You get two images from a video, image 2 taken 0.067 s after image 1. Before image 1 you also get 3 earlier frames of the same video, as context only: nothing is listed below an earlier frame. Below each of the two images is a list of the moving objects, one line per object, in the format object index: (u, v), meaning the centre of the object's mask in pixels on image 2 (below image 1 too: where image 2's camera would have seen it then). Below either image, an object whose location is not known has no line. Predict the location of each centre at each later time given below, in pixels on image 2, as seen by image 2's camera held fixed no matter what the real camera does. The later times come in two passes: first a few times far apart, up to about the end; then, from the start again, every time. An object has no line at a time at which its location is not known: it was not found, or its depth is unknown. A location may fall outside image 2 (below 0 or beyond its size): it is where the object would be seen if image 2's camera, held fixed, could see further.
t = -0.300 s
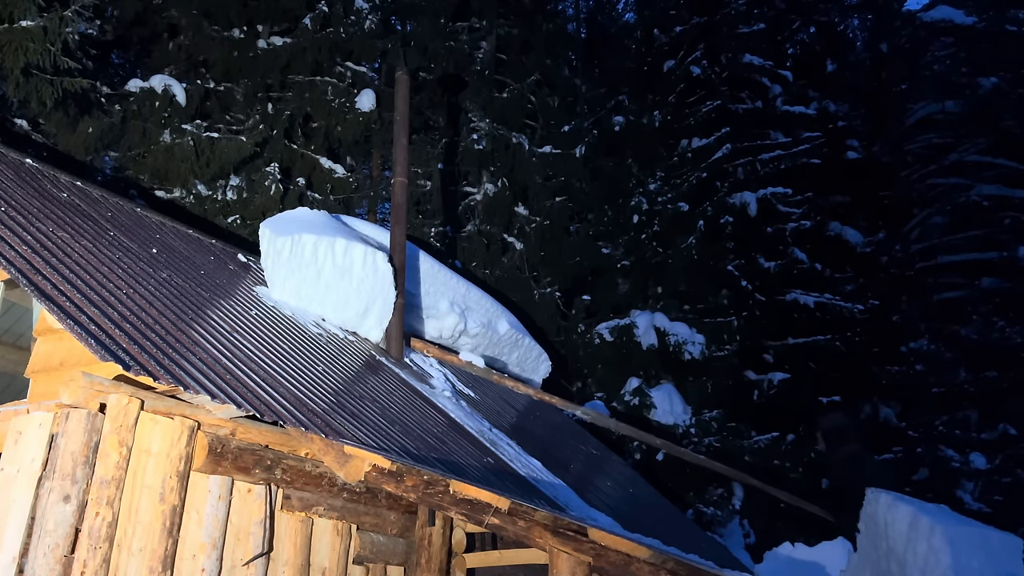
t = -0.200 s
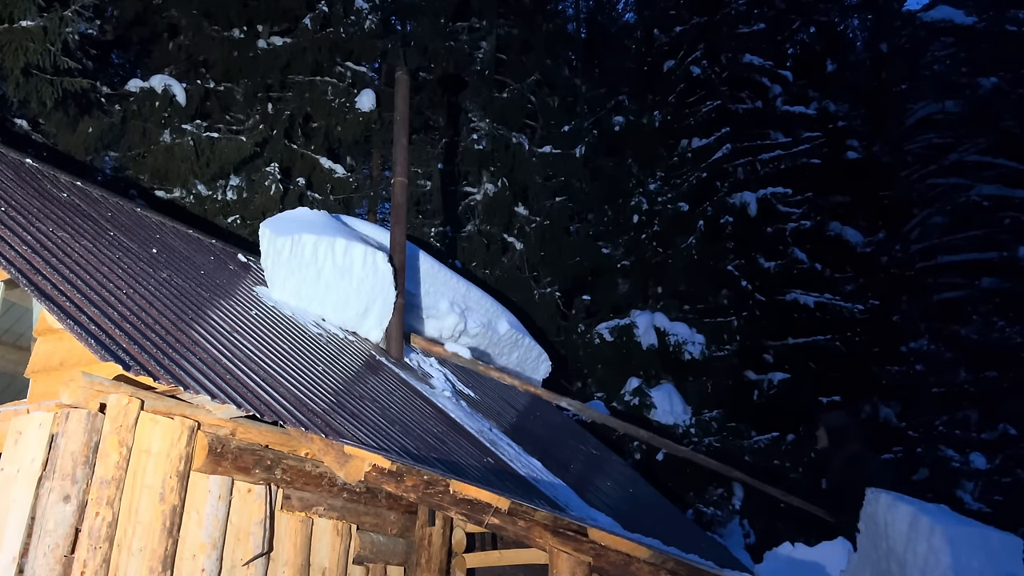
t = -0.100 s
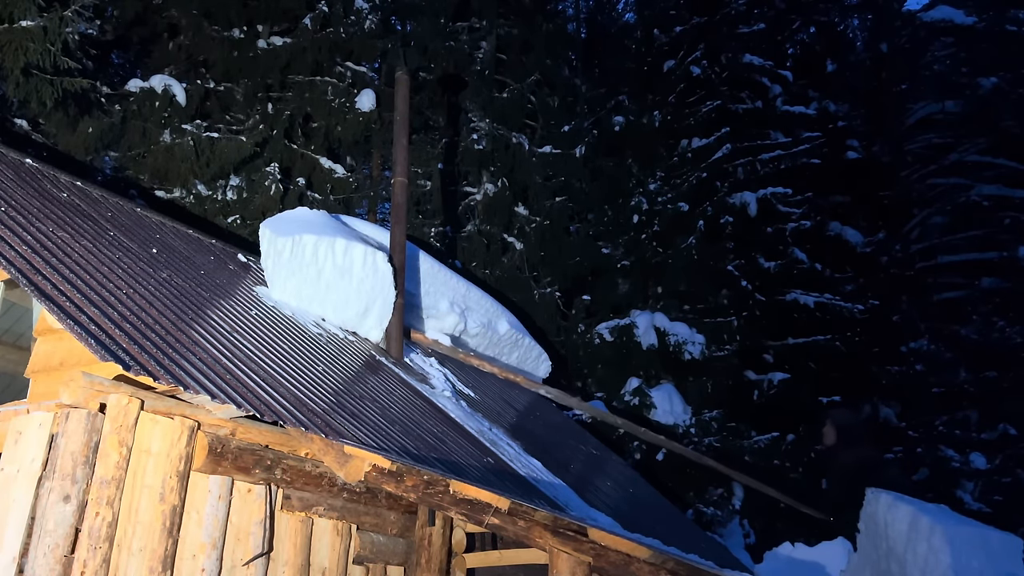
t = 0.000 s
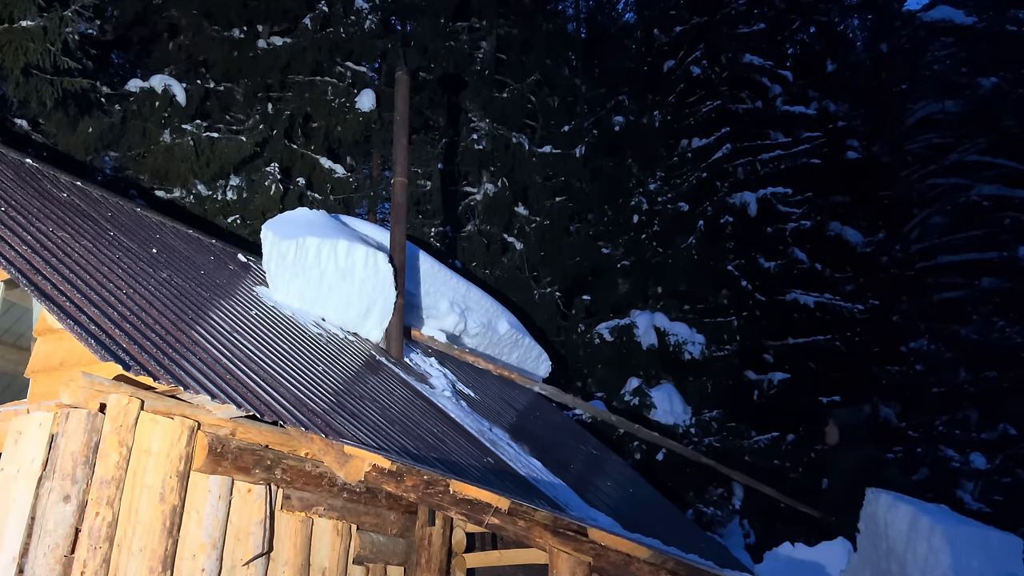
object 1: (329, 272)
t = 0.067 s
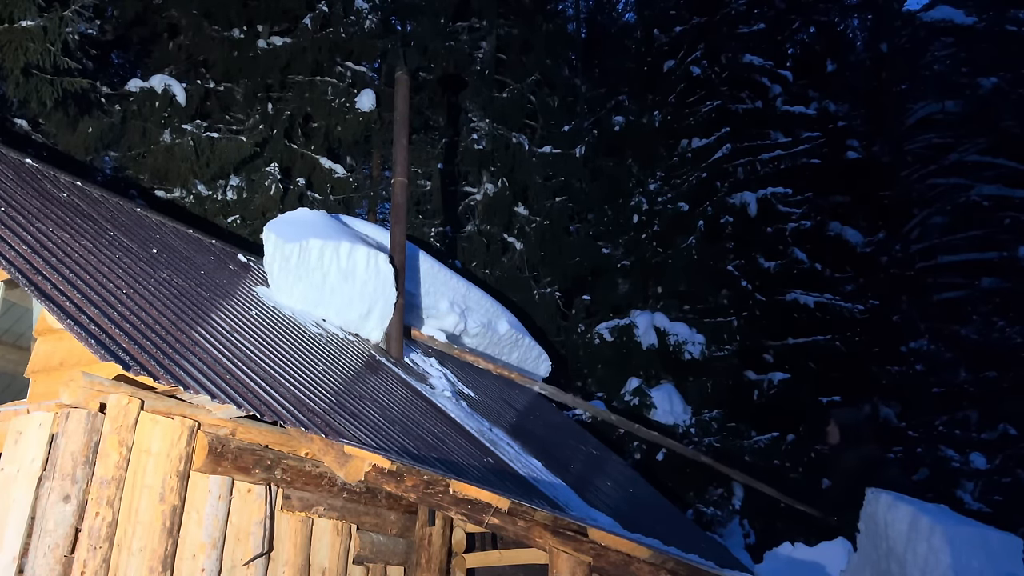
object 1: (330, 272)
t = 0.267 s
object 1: (332, 274)
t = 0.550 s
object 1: (336, 278)
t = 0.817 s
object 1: (336, 285)
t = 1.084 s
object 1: (373, 321)
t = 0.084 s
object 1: (330, 272)
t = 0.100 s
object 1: (330, 272)
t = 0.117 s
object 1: (330, 273)
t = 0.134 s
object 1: (330, 273)
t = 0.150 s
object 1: (330, 273)
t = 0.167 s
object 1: (330, 273)
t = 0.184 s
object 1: (330, 273)
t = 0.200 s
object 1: (331, 273)
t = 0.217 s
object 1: (331, 274)
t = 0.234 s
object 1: (331, 274)
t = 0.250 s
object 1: (331, 274)
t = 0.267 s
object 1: (332, 274)
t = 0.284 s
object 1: (332, 274)
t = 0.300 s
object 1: (332, 275)
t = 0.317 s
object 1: (332, 275)
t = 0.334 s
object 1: (333, 275)
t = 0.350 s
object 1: (333, 275)
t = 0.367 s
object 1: (333, 276)
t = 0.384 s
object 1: (333, 276)
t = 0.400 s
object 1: (334, 276)
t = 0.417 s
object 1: (334, 276)
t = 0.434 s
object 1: (334, 277)
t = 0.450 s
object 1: (334, 277)
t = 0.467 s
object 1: (334, 277)
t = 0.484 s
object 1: (335, 277)
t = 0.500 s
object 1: (335, 278)
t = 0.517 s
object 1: (335, 278)
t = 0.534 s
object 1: (335, 278)
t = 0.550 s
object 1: (336, 278)
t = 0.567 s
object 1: (336, 279)
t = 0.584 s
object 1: (336, 279)
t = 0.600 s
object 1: (336, 279)
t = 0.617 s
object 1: (336, 280)
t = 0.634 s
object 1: (337, 280)
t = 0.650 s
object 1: (334, 280)
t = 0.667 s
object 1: (334, 281)
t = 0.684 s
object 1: (334, 281)
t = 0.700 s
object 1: (334, 281)
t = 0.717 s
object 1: (335, 282)
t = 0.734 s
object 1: (335, 282)
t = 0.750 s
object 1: (335, 283)
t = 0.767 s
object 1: (336, 283)
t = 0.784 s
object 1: (336, 284)
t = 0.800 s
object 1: (336, 284)
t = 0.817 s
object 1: (336, 285)
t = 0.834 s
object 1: (337, 285)
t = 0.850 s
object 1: (337, 286)
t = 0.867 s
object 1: (338, 287)
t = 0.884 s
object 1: (338, 288)
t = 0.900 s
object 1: (338, 288)
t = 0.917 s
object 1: (339, 289)
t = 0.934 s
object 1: (341, 291)
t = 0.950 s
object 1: (342, 292)
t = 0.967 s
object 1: (351, 304)
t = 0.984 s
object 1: (355, 307)
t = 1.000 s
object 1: (357, 309)
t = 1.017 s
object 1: (360, 311)
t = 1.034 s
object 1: (363, 313)
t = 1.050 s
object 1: (366, 316)
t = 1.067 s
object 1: (369, 318)
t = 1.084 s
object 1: (373, 321)
